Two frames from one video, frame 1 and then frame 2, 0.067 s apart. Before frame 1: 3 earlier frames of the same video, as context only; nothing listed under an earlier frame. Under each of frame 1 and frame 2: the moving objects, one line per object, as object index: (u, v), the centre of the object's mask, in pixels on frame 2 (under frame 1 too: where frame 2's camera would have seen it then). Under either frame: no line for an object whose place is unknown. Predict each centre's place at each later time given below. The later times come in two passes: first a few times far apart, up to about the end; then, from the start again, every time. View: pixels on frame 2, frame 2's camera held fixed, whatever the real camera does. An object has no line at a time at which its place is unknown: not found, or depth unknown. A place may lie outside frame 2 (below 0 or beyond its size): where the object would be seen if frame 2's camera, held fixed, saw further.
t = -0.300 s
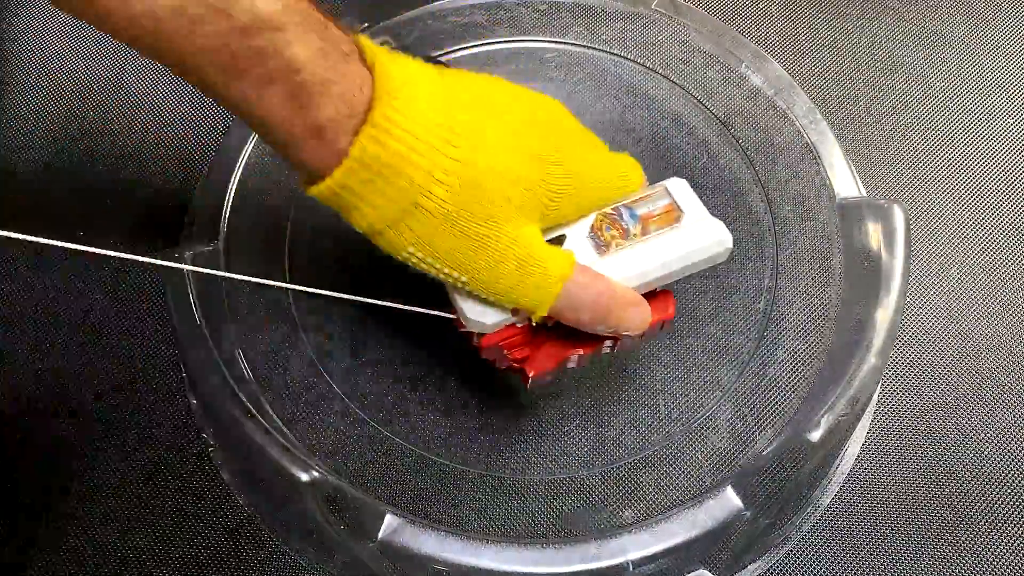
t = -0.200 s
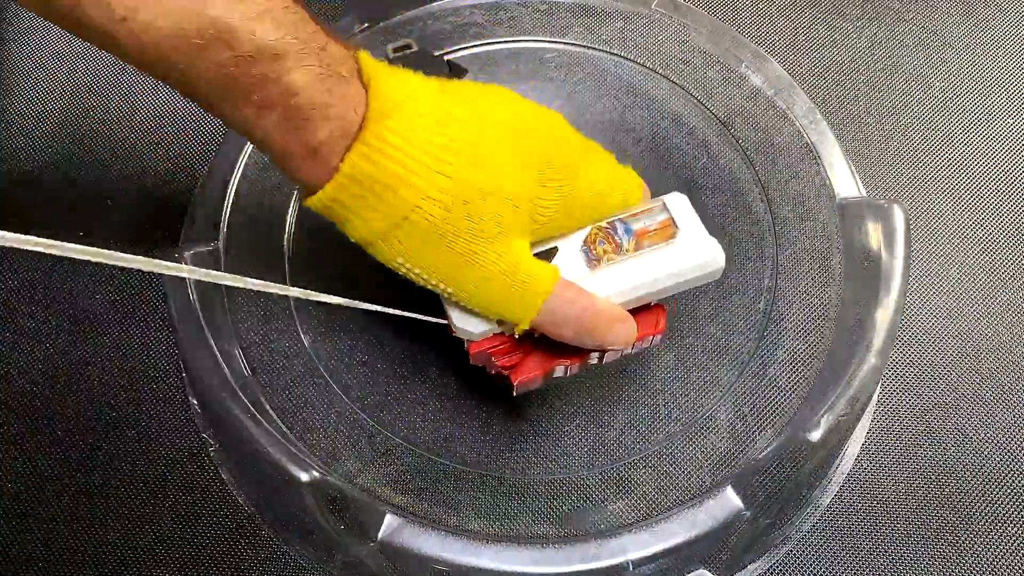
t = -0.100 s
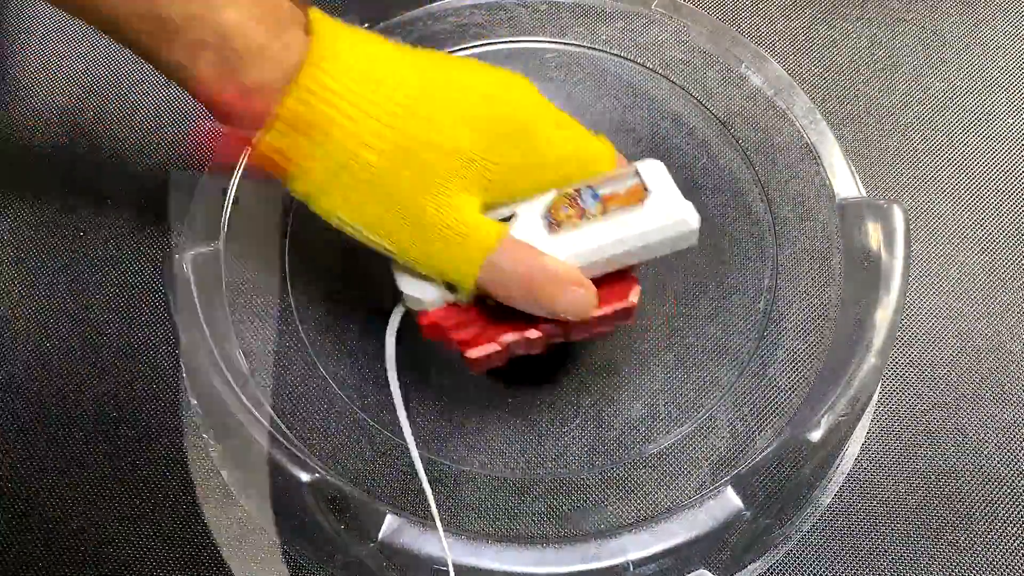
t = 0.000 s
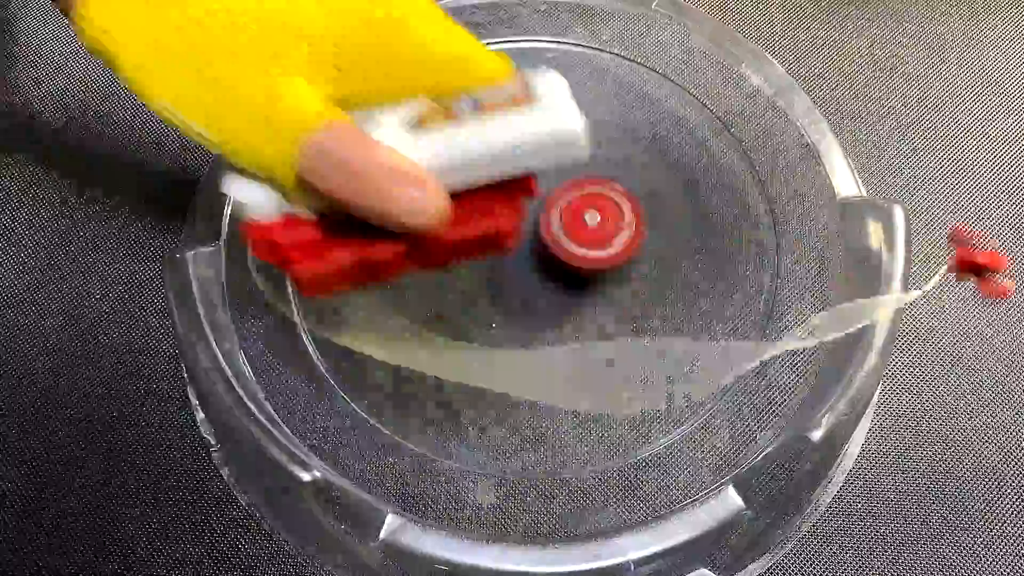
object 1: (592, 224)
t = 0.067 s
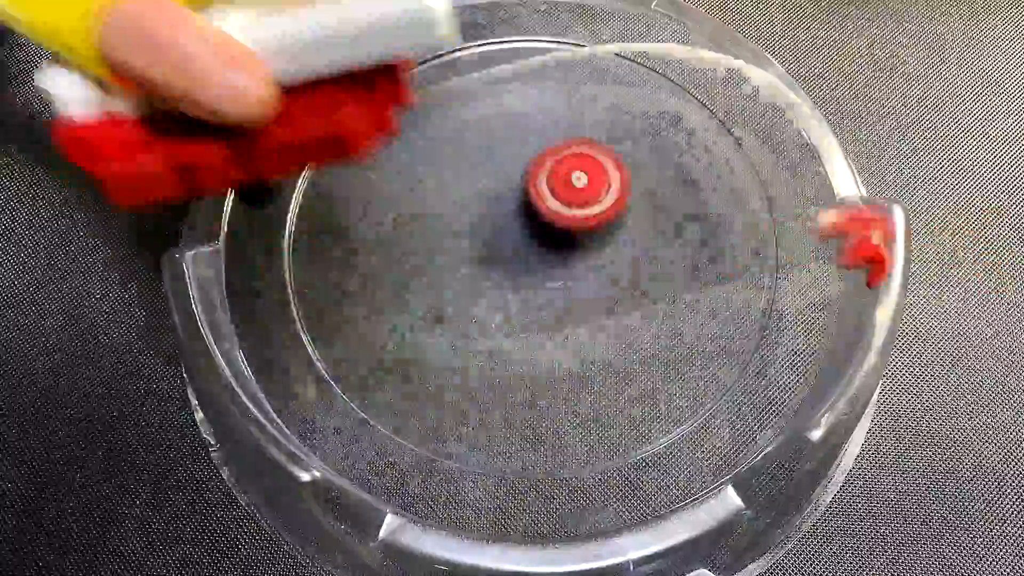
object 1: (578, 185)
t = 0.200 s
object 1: (497, 152)
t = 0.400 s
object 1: (435, 243)
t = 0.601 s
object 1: (553, 267)
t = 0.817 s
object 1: (550, 159)
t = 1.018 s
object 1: (468, 195)
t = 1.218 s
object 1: (544, 252)
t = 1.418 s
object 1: (573, 185)
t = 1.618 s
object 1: (521, 198)
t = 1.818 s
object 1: (543, 232)
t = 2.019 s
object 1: (562, 214)
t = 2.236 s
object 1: (536, 227)
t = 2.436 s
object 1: (541, 239)
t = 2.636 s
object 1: (543, 243)
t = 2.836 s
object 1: (530, 248)
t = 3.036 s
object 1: (528, 250)
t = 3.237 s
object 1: (527, 248)
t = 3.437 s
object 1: (523, 239)
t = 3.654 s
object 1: (519, 233)
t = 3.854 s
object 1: (520, 229)
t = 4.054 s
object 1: (527, 229)
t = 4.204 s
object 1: (531, 229)
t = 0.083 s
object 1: (571, 177)
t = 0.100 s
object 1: (563, 170)
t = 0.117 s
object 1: (554, 173)
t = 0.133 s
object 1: (544, 159)
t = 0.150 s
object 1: (533, 156)
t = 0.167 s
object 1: (521, 153)
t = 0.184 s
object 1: (509, 151)
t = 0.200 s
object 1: (497, 152)
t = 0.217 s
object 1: (487, 153)
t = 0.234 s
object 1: (476, 157)
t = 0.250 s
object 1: (466, 161)
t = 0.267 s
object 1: (456, 168)
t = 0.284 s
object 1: (447, 175)
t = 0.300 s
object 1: (440, 182)
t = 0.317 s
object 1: (435, 191)
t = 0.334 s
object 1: (431, 201)
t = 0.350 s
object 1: (430, 212)
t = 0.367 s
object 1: (429, 222)
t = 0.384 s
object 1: (431, 233)
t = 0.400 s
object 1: (435, 243)
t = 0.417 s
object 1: (440, 253)
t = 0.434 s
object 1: (447, 261)
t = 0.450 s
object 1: (455, 268)
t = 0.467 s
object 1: (466, 275)
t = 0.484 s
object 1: (477, 279)
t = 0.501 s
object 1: (489, 283)
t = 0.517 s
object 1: (501, 284)
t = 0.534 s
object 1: (513, 283)
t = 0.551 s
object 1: (524, 281)
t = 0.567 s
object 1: (534, 278)
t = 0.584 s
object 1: (544, 272)
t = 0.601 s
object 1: (553, 267)
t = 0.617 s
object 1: (561, 260)
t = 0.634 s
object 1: (568, 252)
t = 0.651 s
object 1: (573, 243)
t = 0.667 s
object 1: (575, 234)
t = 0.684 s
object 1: (577, 224)
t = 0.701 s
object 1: (578, 215)
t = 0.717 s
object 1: (578, 204)
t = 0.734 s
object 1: (577, 195)
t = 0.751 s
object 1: (574, 186)
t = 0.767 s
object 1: (570, 178)
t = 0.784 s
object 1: (564, 171)
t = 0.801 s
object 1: (558, 164)
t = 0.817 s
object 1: (550, 159)
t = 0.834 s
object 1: (542, 155)
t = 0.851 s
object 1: (532, 152)
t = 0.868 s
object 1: (524, 152)
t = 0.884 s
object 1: (515, 151)
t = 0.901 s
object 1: (506, 152)
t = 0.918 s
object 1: (497, 154)
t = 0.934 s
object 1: (489, 158)
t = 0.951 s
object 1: (483, 164)
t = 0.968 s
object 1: (477, 170)
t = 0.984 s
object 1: (472, 178)
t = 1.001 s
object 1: (470, 186)
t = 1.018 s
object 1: (468, 195)
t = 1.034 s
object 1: (468, 203)
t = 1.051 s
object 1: (469, 212)
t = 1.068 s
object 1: (473, 220)
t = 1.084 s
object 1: (478, 228)
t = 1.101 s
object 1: (484, 234)
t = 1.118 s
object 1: (491, 241)
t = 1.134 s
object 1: (499, 246)
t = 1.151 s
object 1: (508, 250)
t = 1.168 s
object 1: (517, 252)
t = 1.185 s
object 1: (526, 253)
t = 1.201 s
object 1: (535, 253)
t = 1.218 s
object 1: (544, 252)
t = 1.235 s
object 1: (552, 248)
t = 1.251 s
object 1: (559, 244)
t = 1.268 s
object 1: (565, 239)
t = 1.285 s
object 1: (570, 233)
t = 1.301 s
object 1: (574, 227)
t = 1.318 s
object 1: (577, 221)
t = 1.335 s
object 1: (579, 215)
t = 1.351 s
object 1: (580, 208)
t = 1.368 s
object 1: (580, 201)
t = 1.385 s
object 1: (579, 195)
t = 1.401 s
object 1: (576, 190)
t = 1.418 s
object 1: (573, 185)
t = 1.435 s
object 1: (570, 181)
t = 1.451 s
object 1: (565, 178)
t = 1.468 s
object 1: (560, 176)
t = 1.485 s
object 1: (554, 175)
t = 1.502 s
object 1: (549, 176)
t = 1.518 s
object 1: (544, 177)
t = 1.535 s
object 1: (538, 178)
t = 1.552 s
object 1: (534, 181)
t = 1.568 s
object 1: (530, 185)
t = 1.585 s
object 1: (526, 189)
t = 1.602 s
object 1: (523, 193)
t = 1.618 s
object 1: (521, 198)
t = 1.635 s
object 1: (519, 203)
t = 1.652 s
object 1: (519, 208)
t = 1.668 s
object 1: (519, 213)
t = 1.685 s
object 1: (520, 218)
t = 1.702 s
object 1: (521, 222)
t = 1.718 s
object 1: (524, 225)
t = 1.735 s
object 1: (526, 228)
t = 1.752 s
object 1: (529, 230)
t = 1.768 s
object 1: (532, 232)
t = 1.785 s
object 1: (536, 232)
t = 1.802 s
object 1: (539, 232)
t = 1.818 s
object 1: (543, 232)
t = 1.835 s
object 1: (547, 231)
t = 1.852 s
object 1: (551, 229)
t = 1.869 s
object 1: (555, 227)
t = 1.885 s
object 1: (558, 224)
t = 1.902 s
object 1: (561, 222)
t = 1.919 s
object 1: (563, 220)
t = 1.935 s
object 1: (565, 219)
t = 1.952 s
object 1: (565, 218)
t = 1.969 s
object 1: (565, 217)
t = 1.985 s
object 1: (564, 216)
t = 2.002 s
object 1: (564, 215)
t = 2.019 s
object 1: (562, 214)
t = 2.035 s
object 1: (560, 214)
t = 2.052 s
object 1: (558, 213)
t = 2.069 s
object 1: (555, 213)
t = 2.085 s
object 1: (553, 213)
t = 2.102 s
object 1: (550, 214)
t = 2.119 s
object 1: (548, 215)
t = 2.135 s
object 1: (546, 216)
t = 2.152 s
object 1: (544, 218)
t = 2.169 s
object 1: (541, 219)
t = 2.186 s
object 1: (540, 221)
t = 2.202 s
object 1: (538, 224)
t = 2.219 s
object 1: (537, 225)
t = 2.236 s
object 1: (536, 227)
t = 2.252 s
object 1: (535, 229)
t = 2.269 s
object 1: (534, 231)
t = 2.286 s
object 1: (534, 232)
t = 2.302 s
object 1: (534, 233)
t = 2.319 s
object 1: (534, 235)
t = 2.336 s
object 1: (535, 236)
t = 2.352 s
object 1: (536, 237)
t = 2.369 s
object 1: (536, 237)
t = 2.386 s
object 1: (537, 238)
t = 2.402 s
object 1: (538, 238)
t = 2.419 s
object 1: (539, 238)
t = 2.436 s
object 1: (541, 239)
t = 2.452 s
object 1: (541, 239)
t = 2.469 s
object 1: (542, 239)
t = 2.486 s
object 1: (543, 239)
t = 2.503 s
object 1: (544, 240)
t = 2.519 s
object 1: (545, 239)
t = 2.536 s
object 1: (545, 240)
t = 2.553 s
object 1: (545, 241)
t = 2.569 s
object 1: (545, 241)
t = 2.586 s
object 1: (545, 241)
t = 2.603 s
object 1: (544, 242)
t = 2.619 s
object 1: (544, 242)
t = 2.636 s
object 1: (543, 243)
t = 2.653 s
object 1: (542, 243)
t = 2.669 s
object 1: (541, 244)
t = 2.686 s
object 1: (540, 244)
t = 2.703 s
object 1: (538, 244)
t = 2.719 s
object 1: (537, 245)
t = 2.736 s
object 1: (536, 245)
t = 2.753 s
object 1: (534, 245)
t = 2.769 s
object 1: (533, 246)
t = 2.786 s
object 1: (532, 247)
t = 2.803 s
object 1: (531, 248)
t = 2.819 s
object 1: (530, 248)
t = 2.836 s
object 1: (530, 248)
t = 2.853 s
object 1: (529, 249)
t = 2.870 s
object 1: (528, 249)
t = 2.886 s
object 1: (528, 250)
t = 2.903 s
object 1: (528, 250)
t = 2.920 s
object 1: (528, 250)
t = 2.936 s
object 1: (528, 250)
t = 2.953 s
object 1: (528, 250)
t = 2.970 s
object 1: (528, 250)
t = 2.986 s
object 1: (528, 250)
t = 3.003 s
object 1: (528, 250)
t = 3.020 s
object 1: (528, 250)
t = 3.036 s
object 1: (528, 250)
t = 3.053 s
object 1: (528, 250)
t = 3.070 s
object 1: (528, 250)
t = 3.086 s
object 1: (527, 250)
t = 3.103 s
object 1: (528, 250)
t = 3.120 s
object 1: (528, 250)
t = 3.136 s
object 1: (528, 250)
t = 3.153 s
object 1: (528, 249)
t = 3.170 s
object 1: (528, 250)
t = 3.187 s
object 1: (527, 249)
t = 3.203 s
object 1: (527, 249)
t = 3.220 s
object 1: (527, 248)
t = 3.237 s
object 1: (527, 248)
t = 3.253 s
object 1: (526, 247)
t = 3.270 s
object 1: (526, 247)
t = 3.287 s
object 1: (526, 247)
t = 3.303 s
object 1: (526, 245)
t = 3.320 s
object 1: (526, 245)
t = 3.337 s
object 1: (526, 244)
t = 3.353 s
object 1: (525, 243)
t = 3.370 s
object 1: (525, 242)
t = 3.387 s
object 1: (524, 241)
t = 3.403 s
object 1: (524, 240)
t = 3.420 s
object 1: (523, 240)
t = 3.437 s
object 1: (523, 239)
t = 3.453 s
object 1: (523, 239)
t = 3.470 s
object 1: (522, 238)
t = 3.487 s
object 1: (522, 238)
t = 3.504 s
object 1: (521, 237)
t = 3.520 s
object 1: (521, 236)
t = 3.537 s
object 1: (520, 236)
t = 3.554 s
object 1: (520, 235)
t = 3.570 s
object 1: (520, 234)
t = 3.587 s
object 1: (519, 234)
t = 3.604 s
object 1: (519, 234)
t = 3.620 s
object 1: (519, 234)
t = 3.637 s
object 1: (519, 233)
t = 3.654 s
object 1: (519, 233)
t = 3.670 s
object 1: (519, 232)
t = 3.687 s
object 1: (519, 232)
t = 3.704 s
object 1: (519, 231)
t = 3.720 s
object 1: (519, 231)
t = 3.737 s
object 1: (518, 230)
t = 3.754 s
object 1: (518, 230)
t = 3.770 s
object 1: (519, 231)
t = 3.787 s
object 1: (519, 230)
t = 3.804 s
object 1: (519, 230)
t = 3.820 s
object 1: (519, 229)
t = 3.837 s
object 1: (520, 229)
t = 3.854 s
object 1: (520, 229)
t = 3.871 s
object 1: (520, 228)
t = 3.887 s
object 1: (521, 228)
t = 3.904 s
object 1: (521, 229)
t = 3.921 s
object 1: (522, 229)
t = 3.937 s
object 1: (523, 229)
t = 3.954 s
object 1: (523, 229)
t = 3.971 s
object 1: (523, 229)
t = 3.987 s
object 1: (524, 228)
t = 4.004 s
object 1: (525, 227)
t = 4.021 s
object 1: (525, 228)
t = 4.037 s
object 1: (526, 228)
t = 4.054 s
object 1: (527, 229)
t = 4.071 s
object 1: (527, 228)
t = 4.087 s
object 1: (528, 228)
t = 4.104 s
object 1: (528, 228)
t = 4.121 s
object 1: (528, 228)
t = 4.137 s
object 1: (529, 228)
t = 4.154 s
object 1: (529, 229)
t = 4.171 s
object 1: (530, 229)
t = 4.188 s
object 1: (531, 229)
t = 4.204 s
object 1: (531, 229)
